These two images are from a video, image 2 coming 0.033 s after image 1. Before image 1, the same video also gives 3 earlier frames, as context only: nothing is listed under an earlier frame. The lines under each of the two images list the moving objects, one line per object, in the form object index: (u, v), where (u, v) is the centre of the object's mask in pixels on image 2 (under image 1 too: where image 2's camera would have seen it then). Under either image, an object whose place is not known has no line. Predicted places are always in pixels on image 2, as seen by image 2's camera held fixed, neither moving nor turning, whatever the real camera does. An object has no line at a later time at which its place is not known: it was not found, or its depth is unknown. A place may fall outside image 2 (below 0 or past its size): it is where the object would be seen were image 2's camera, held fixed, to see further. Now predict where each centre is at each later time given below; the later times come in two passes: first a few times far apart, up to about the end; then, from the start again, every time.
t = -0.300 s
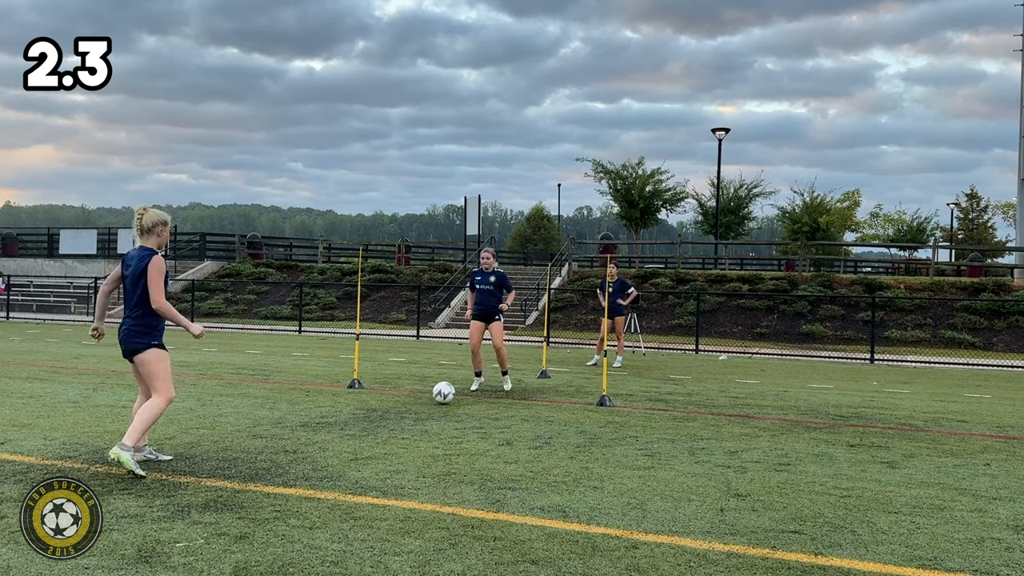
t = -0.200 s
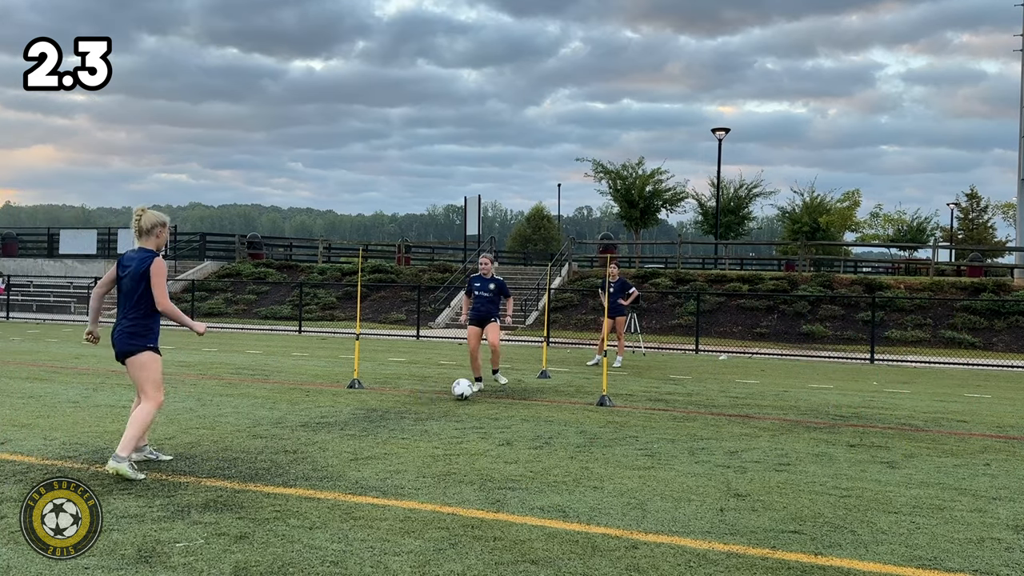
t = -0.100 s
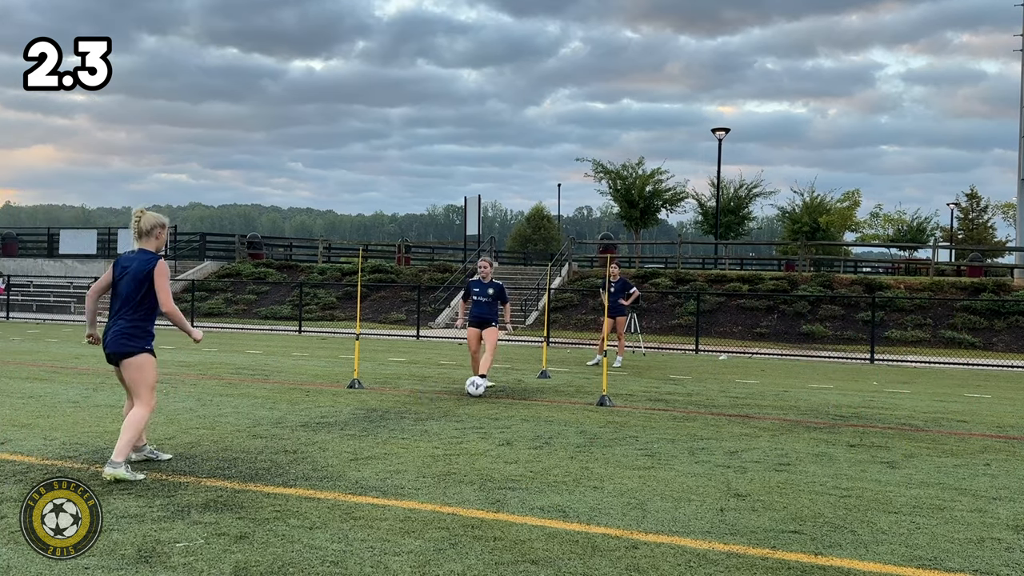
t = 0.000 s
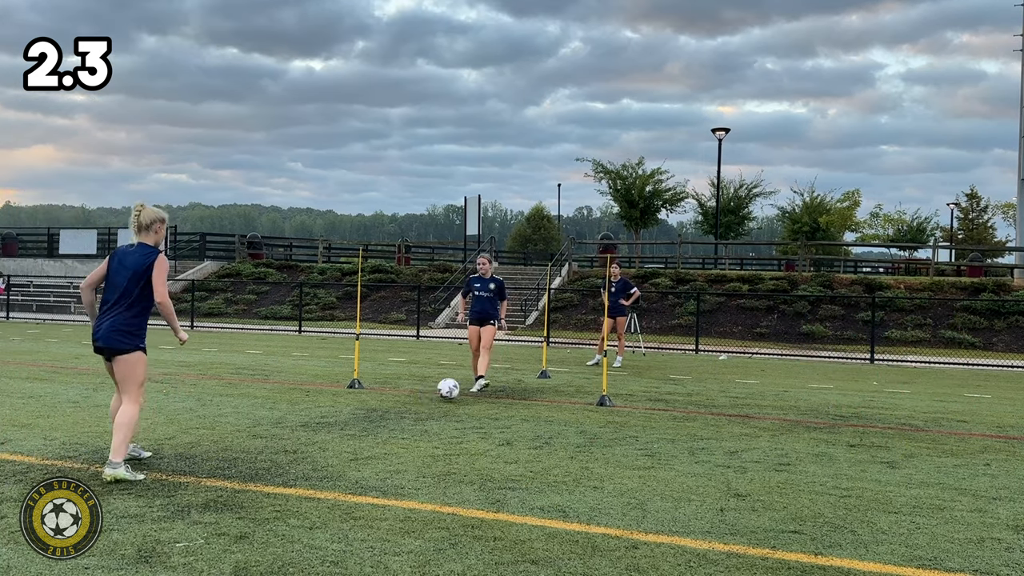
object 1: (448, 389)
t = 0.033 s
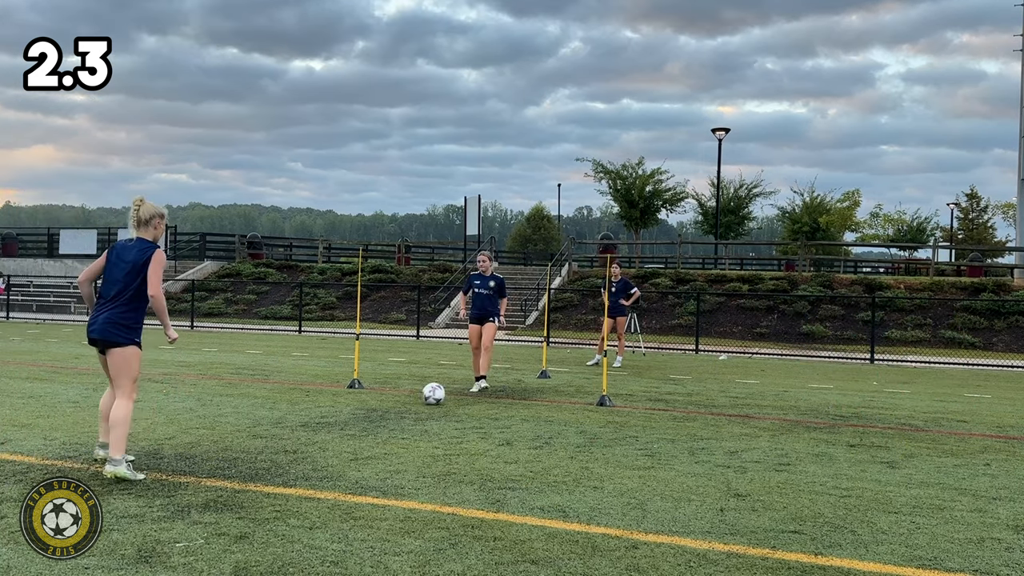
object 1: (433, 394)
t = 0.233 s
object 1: (376, 402)
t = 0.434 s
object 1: (323, 410)
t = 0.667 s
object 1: (257, 419)
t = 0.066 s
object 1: (429, 394)
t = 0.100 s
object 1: (419, 394)
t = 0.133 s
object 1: (405, 397)
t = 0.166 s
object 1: (399, 398)
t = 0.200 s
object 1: (390, 401)
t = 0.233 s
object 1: (376, 402)
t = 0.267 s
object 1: (365, 404)
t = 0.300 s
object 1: (356, 406)
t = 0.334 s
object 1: (346, 406)
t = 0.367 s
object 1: (342, 407)
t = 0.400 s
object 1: (332, 409)
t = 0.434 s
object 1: (323, 410)
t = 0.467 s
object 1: (314, 412)
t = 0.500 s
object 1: (305, 412)
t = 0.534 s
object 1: (293, 414)
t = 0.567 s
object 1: (288, 415)
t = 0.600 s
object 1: (280, 415)
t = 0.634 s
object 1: (266, 417)
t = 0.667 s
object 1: (257, 419)
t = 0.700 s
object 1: (248, 420)
